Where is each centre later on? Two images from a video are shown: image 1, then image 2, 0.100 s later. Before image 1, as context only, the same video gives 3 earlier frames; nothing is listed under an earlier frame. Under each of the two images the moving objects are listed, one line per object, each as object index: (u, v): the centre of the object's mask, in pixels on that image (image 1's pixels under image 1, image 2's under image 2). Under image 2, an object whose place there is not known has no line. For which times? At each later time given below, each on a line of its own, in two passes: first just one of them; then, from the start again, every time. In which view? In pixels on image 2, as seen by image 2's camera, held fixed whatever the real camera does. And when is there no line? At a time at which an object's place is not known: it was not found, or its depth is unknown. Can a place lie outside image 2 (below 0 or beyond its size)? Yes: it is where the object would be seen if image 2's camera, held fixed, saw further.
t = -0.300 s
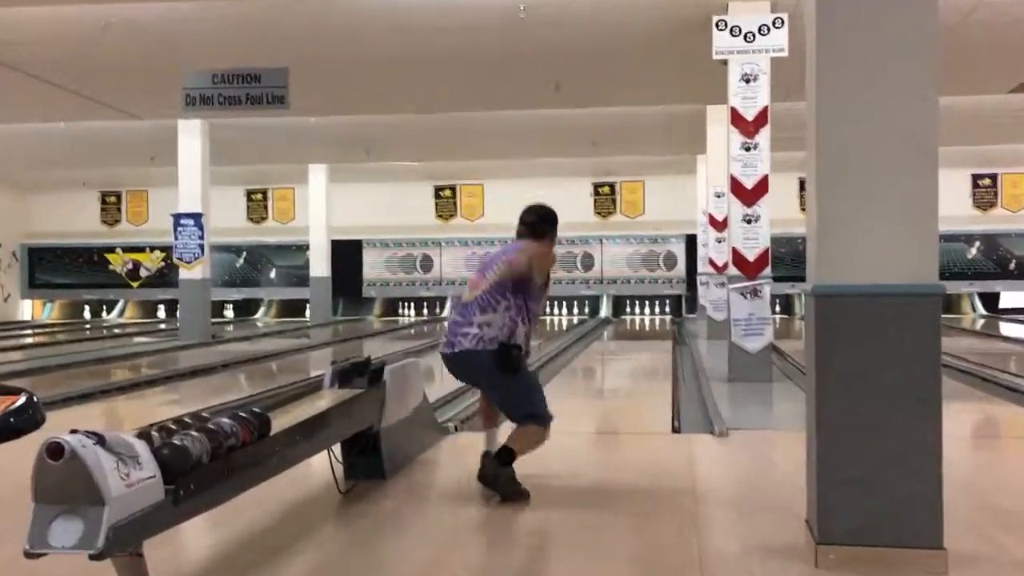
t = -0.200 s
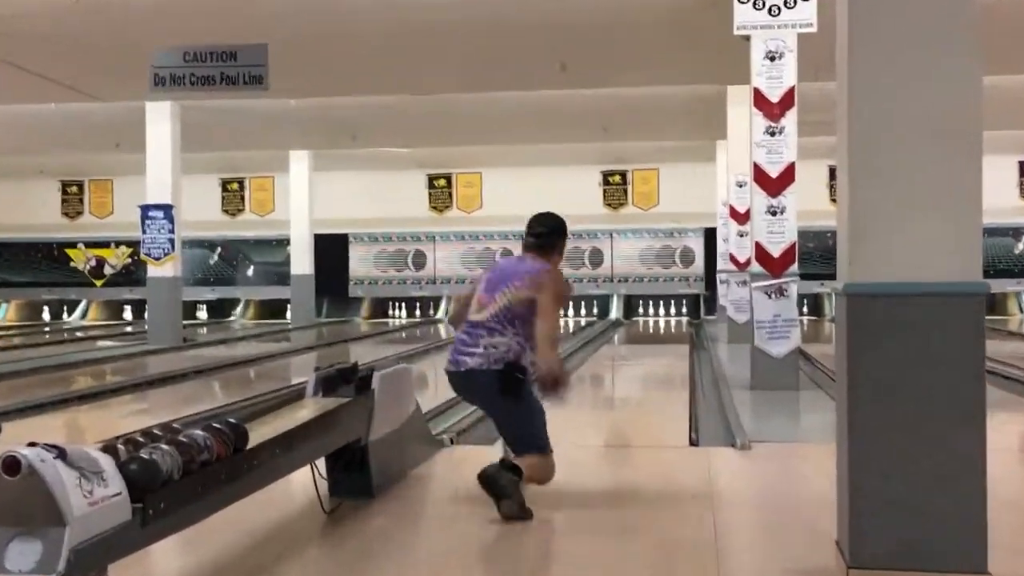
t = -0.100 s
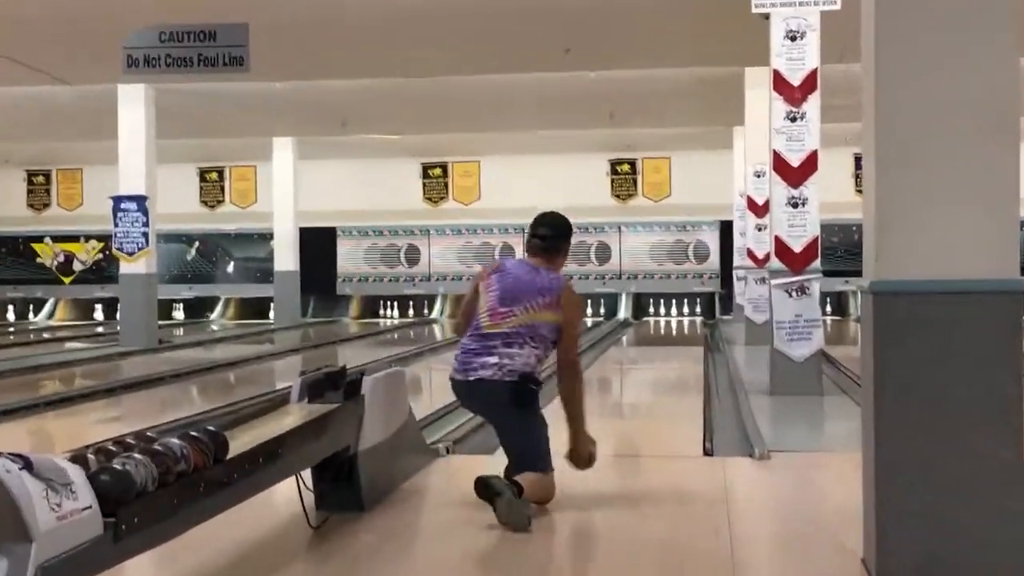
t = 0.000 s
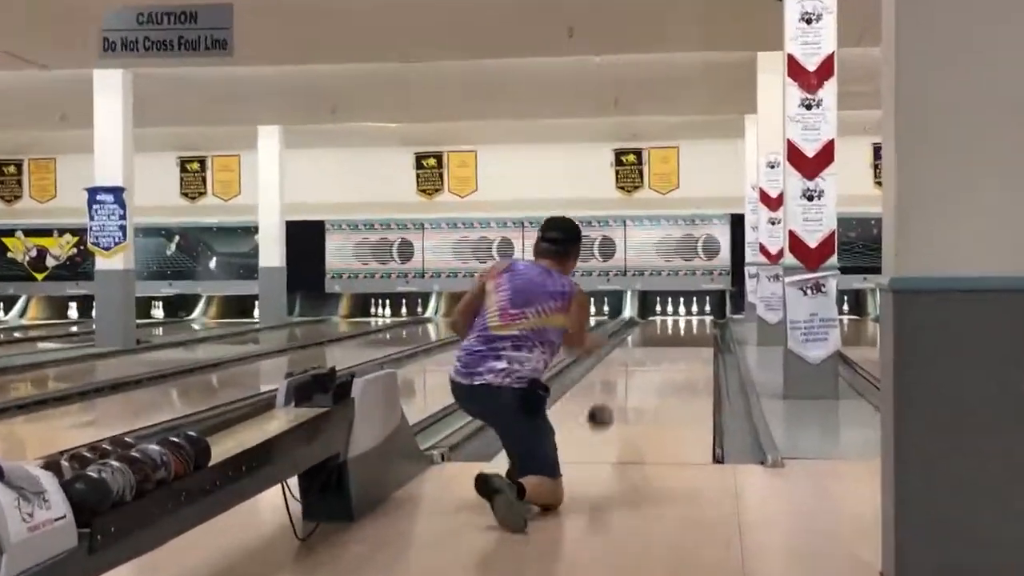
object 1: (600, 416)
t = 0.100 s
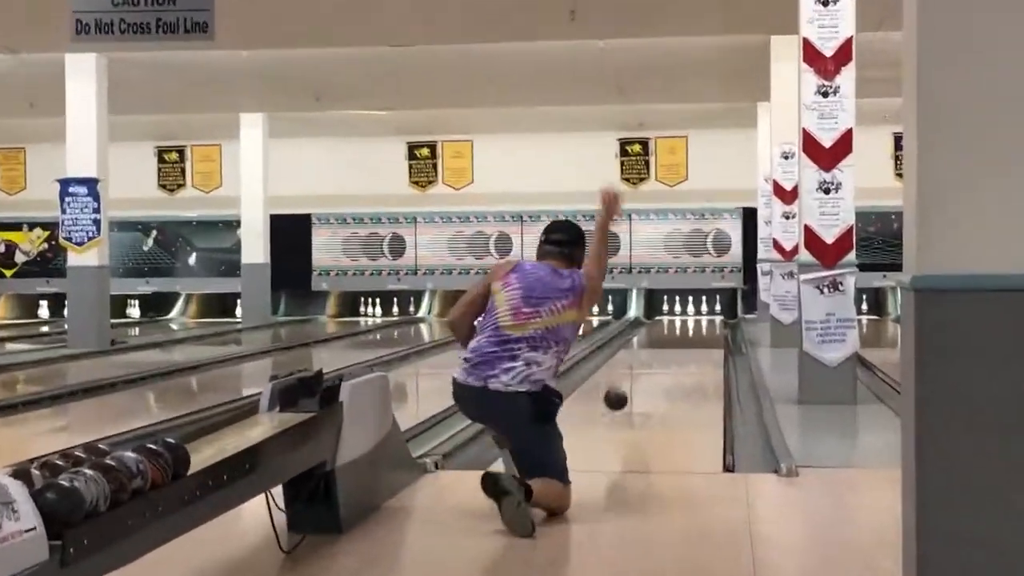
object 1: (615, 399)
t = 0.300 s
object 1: (636, 398)
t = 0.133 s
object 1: (619, 397)
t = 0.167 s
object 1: (622, 397)
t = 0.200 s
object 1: (626, 399)
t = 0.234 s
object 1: (630, 405)
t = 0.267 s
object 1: (632, 403)
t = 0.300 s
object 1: (636, 398)
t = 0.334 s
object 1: (639, 395)
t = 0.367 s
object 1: (641, 392)
